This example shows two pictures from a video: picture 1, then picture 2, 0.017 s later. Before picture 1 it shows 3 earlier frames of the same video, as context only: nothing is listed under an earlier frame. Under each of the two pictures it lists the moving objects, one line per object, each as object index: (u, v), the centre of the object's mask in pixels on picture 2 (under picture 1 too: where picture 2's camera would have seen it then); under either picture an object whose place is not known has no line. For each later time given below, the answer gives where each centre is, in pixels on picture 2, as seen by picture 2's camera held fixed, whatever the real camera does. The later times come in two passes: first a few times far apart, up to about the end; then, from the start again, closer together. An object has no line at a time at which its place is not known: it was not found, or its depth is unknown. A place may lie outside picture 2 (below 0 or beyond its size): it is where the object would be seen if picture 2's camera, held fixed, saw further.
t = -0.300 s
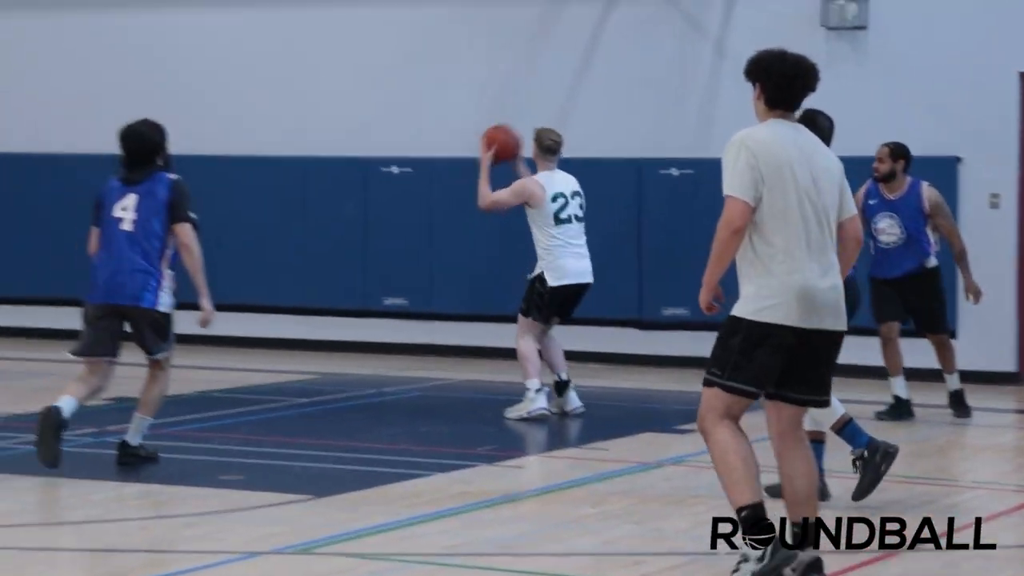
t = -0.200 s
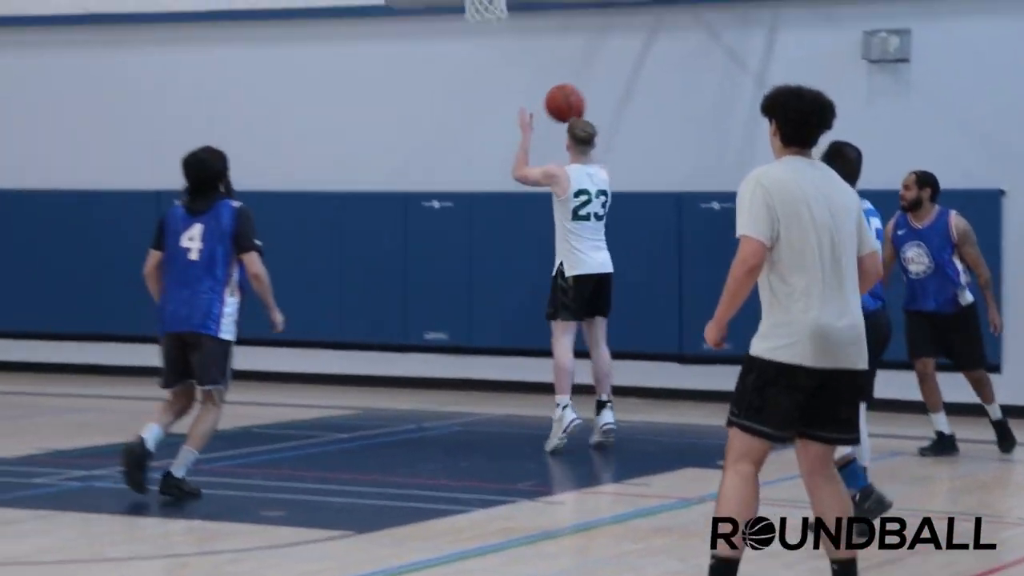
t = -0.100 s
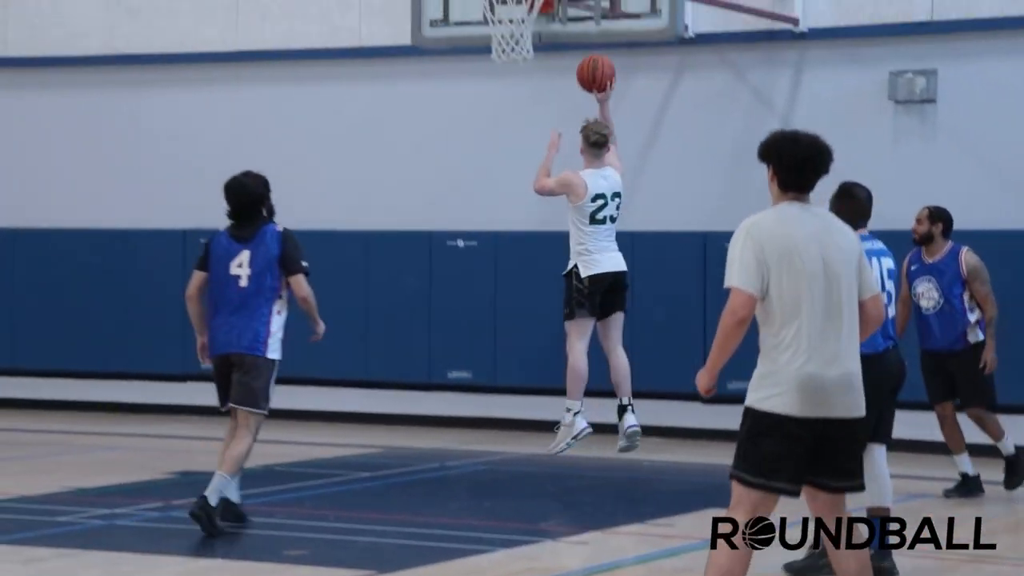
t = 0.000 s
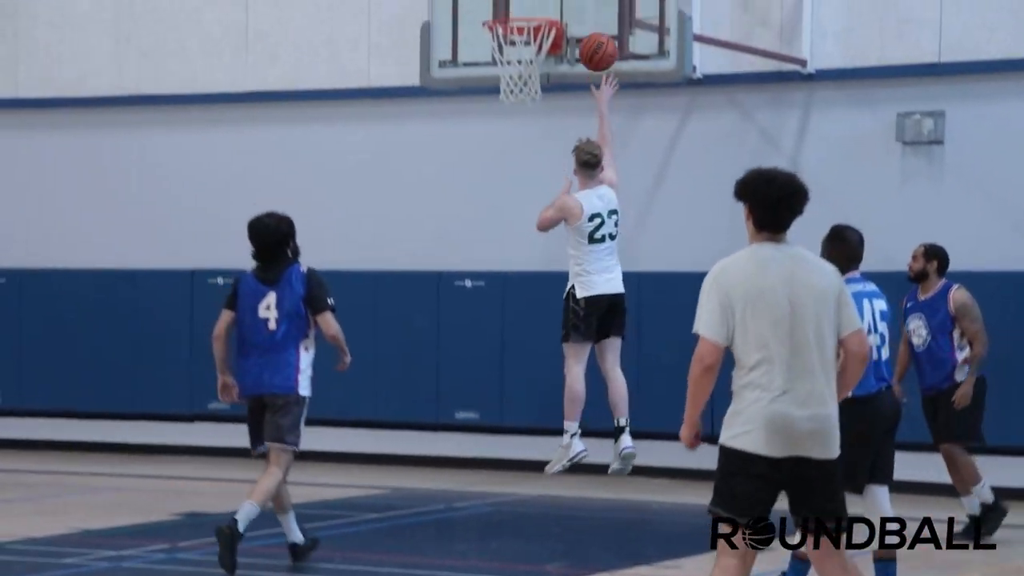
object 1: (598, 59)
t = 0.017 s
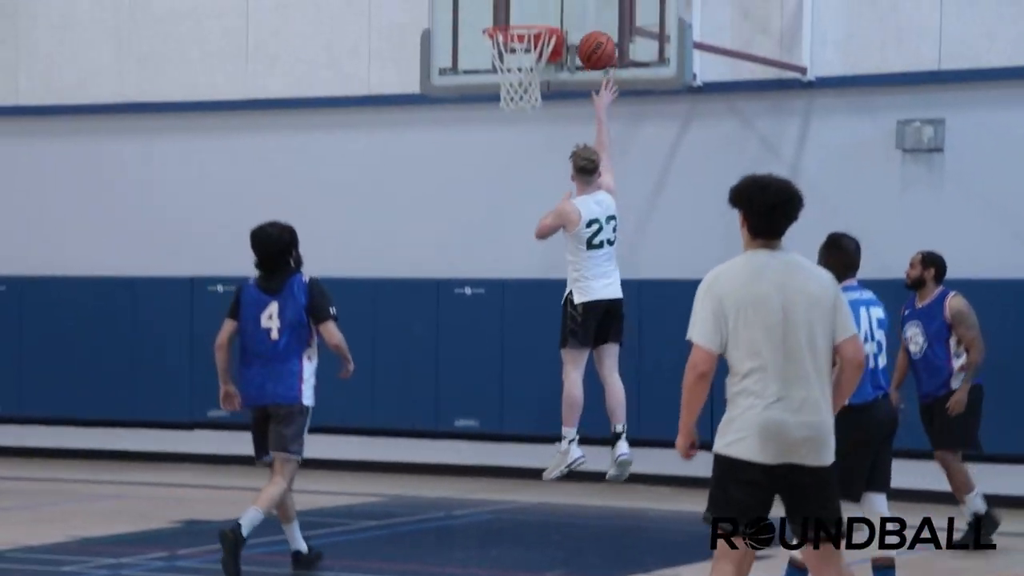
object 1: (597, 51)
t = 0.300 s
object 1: (557, -22)
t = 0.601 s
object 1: (512, 48)
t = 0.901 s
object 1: (535, 182)
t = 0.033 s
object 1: (595, 42)
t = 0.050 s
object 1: (593, 34)
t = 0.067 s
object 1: (592, 26)
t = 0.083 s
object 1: (590, 19)
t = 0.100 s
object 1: (589, 12)
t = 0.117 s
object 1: (587, 6)
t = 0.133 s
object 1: (586, 0)
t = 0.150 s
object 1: (584, -5)
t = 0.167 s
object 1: (583, -10)
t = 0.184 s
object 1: (581, -14)
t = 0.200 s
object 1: (578, -16)
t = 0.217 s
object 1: (575, -18)
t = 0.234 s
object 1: (571, -20)
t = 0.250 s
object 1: (568, -21)
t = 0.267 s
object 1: (564, -22)
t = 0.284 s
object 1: (561, -22)
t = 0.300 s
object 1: (557, -22)
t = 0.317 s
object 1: (554, -21)
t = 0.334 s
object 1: (550, -21)
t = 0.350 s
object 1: (547, -19)
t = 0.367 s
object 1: (543, -17)
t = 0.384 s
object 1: (540, -15)
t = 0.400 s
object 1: (536, -12)
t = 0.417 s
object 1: (533, -9)
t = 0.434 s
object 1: (529, -5)
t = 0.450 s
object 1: (526, -1)
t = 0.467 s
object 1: (523, 3)
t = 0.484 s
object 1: (519, 8)
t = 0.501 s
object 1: (516, 12)
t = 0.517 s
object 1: (512, 15)
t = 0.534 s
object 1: (509, 18)
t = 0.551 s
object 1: (507, 29)
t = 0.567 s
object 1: (509, 36)
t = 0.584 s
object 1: (511, 43)
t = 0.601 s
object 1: (512, 48)
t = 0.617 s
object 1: (513, 52)
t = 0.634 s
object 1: (515, 58)
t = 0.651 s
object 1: (518, 66)
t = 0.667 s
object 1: (520, 76)
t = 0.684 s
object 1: (521, 83)
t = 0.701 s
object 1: (523, 90)
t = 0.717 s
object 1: (526, 97)
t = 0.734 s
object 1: (526, 102)
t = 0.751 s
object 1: (528, 113)
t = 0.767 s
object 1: (528, 117)
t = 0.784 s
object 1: (529, 121)
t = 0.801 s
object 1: (530, 129)
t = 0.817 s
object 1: (531, 137)
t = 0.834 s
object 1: (532, 145)
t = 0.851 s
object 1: (532, 154)
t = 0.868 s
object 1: (533, 163)
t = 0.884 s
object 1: (534, 172)
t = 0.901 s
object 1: (535, 182)
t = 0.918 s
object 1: (537, 193)
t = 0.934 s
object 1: (539, 203)
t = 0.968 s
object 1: (541, 226)
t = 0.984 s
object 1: (542, 238)
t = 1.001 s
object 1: (539, 245)
